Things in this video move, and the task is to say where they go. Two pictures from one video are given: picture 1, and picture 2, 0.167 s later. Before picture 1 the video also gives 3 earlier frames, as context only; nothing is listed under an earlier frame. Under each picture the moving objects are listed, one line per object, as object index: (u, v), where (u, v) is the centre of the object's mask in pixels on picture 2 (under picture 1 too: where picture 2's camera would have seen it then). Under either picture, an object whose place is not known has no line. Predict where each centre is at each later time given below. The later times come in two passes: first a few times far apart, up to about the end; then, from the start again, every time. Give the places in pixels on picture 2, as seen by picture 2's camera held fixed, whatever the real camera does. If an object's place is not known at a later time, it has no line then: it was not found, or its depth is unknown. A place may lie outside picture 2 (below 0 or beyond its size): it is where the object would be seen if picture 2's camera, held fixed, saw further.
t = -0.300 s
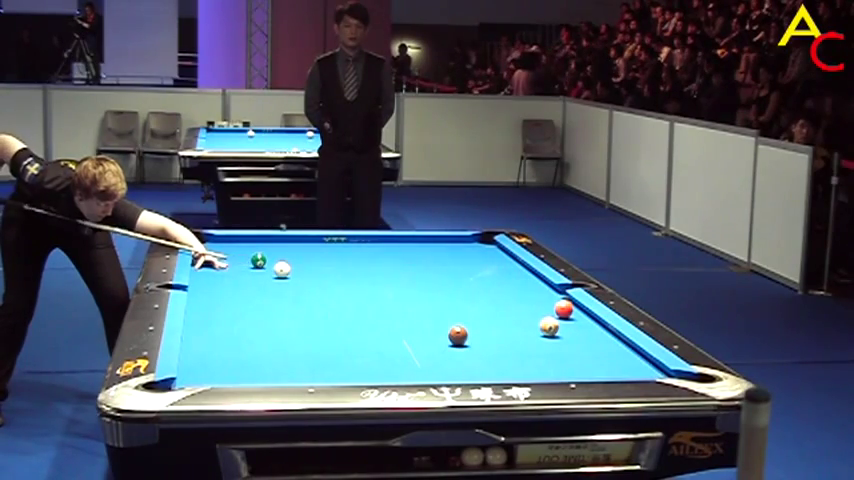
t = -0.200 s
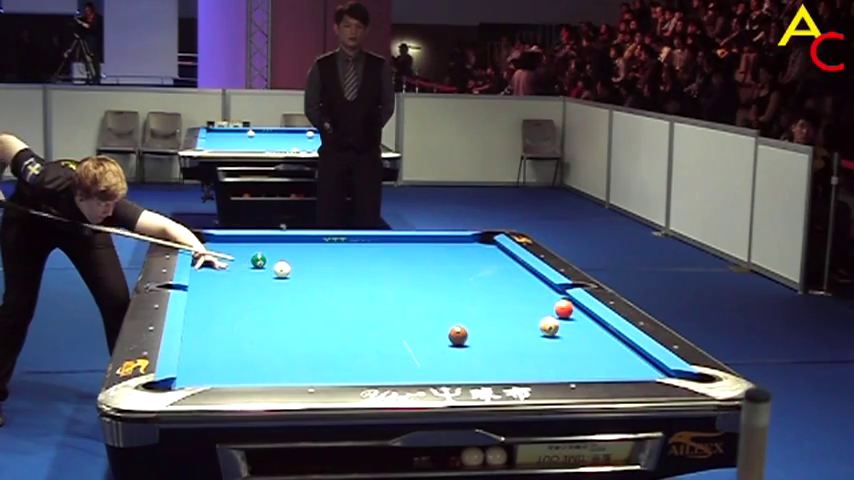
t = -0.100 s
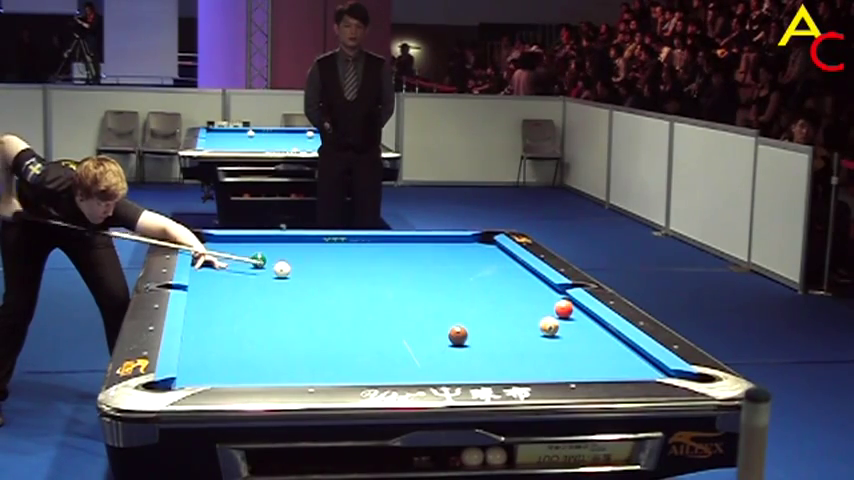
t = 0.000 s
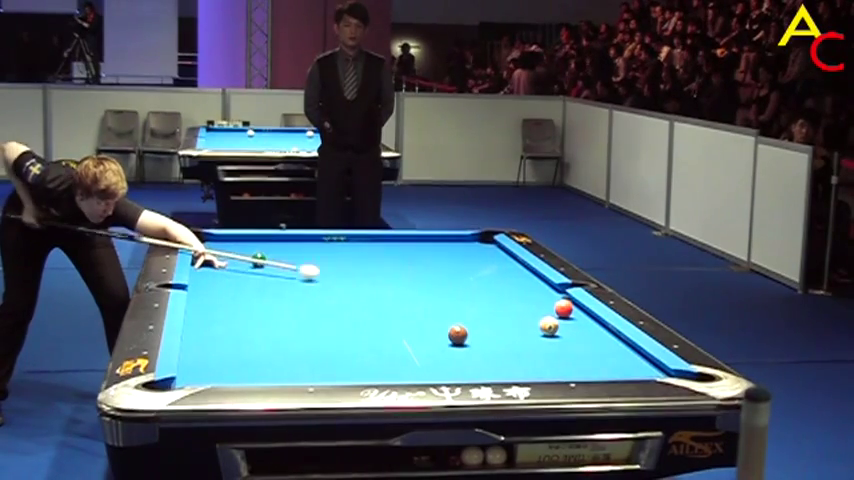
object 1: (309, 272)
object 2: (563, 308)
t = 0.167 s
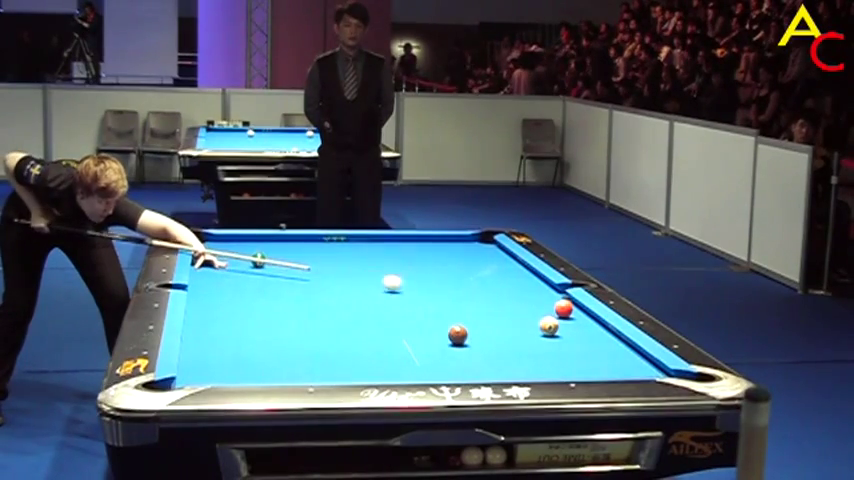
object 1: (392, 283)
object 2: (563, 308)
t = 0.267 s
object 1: (444, 290)
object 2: (563, 308)
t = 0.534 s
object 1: (566, 301)
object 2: (572, 313)
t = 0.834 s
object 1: (486, 304)
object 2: (608, 334)
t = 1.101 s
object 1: (421, 305)
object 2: (633, 352)
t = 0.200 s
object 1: (409, 285)
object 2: (563, 308)
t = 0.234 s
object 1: (427, 288)
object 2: (563, 308)
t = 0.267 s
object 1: (444, 290)
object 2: (563, 308)
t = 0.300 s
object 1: (463, 293)
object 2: (563, 308)
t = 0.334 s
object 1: (481, 295)
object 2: (563, 308)
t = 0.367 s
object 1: (499, 297)
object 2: (563, 308)
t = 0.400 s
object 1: (518, 299)
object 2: (563, 308)
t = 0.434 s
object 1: (537, 302)
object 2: (563, 308)
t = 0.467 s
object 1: (554, 302)
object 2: (564, 308)
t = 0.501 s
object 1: (573, 301)
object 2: (567, 311)
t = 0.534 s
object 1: (566, 301)
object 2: (572, 313)
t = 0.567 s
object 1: (556, 304)
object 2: (577, 316)
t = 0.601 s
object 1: (546, 304)
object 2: (581, 319)
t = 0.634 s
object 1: (536, 304)
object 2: (585, 321)
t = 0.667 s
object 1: (528, 304)
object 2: (589, 323)
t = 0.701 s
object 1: (519, 304)
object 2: (593, 325)
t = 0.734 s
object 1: (511, 304)
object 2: (597, 327)
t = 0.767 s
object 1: (503, 304)
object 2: (601, 329)
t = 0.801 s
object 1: (495, 304)
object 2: (604, 332)
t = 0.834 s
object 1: (486, 304)
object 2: (608, 334)
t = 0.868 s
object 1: (478, 304)
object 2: (612, 336)
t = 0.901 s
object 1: (470, 304)
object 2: (616, 338)
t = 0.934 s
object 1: (461, 304)
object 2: (620, 341)
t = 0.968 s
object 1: (453, 305)
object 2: (624, 343)
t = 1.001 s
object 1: (445, 305)
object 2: (626, 345)
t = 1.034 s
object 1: (437, 305)
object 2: (628, 348)
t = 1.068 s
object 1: (429, 305)
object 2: (631, 350)
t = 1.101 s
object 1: (421, 305)
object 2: (633, 352)
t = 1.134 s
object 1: (413, 305)
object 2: (636, 354)
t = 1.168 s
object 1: (405, 305)
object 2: (639, 357)
